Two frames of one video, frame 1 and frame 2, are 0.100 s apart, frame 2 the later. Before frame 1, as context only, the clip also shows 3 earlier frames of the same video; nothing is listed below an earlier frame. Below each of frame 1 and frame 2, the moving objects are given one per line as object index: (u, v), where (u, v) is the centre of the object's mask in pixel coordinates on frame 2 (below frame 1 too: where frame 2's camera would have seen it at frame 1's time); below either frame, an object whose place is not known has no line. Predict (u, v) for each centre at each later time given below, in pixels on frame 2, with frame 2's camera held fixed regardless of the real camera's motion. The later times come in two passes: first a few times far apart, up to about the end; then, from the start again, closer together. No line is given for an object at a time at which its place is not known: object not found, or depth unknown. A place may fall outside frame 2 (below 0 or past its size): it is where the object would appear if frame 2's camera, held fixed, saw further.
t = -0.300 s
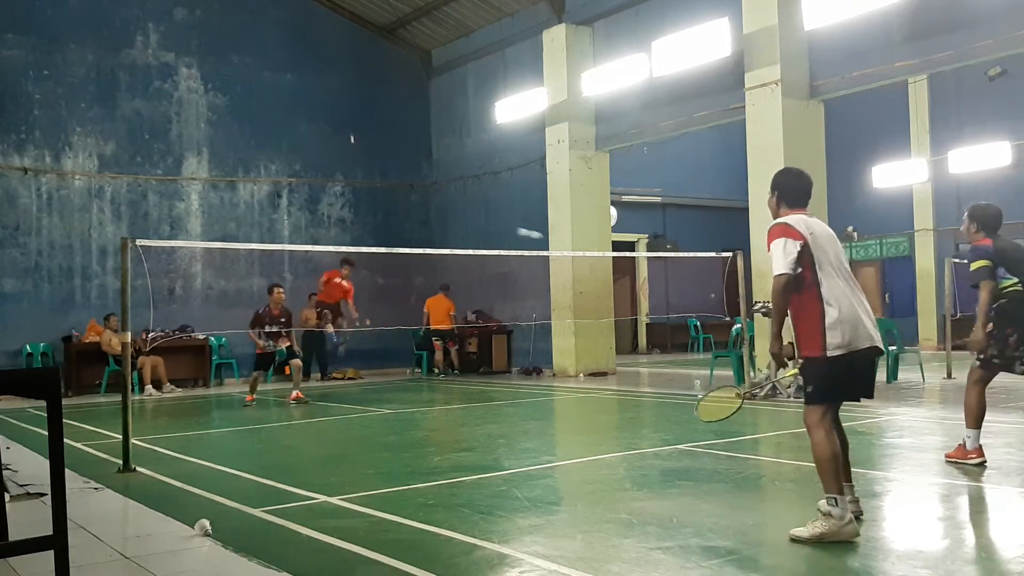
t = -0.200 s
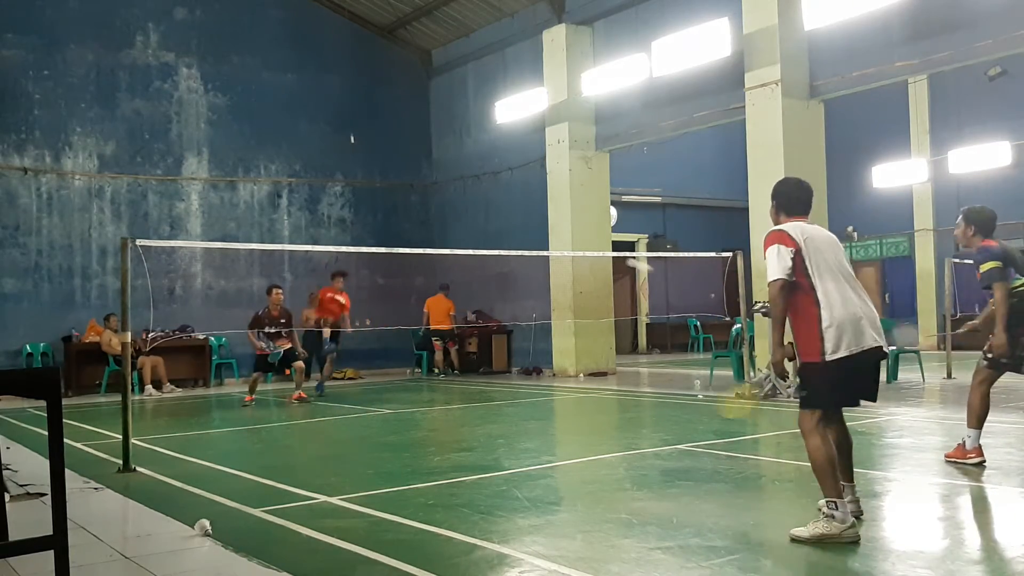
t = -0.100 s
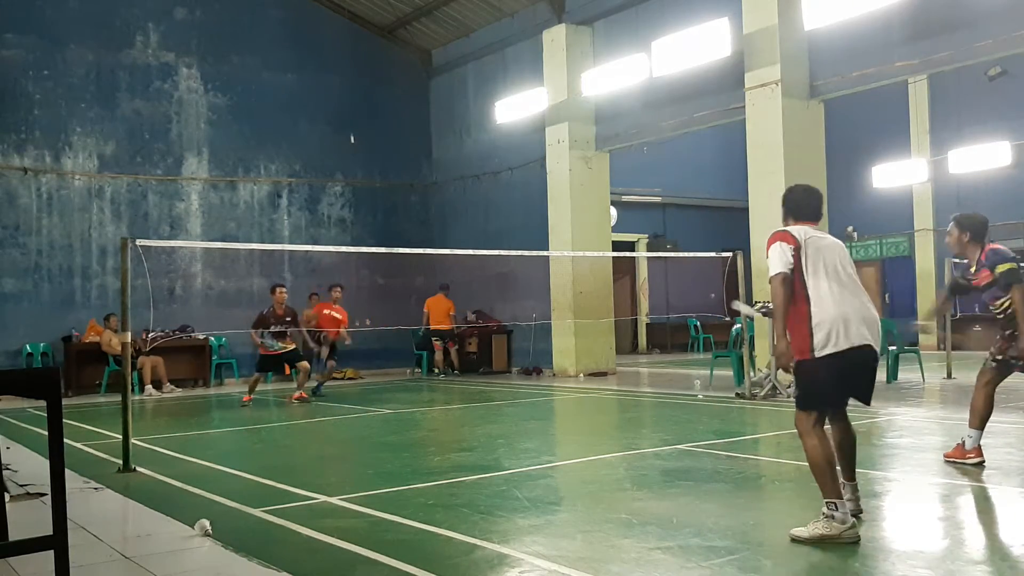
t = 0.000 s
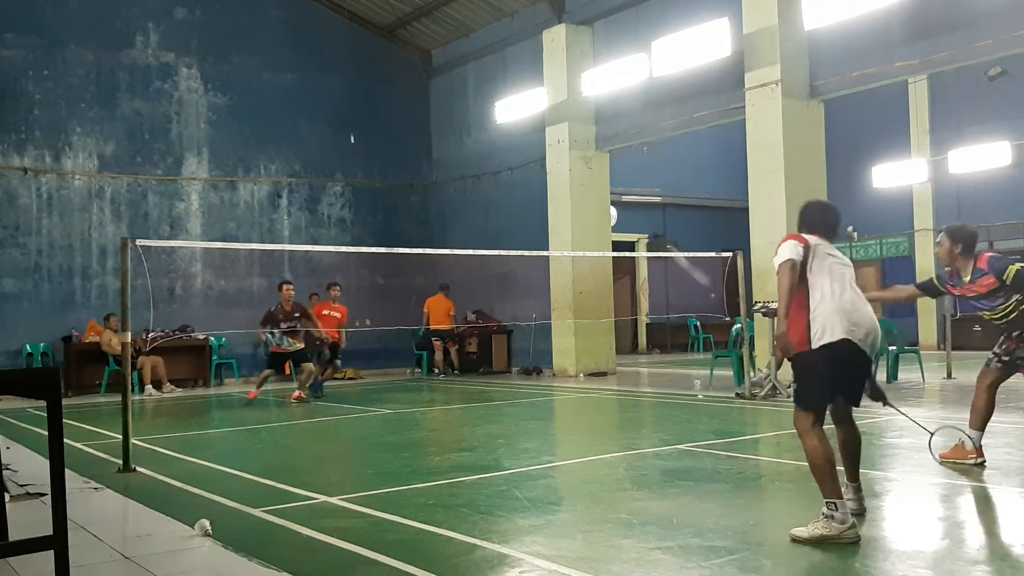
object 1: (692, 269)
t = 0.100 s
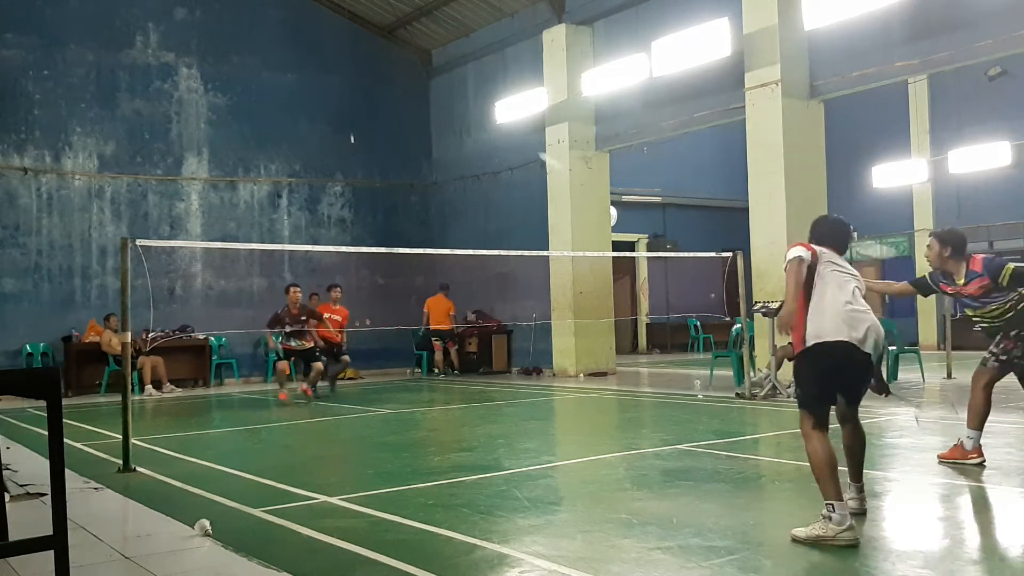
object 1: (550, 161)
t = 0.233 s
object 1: (462, 108)
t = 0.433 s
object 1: (392, 92)
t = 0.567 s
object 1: (364, 102)
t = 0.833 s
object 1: (326, 155)
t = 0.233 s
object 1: (462, 108)
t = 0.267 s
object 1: (447, 102)
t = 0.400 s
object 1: (401, 92)
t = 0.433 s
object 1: (392, 92)
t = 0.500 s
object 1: (377, 96)
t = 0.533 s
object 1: (370, 99)
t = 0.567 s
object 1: (364, 102)
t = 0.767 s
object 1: (333, 138)
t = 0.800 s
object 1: (329, 147)
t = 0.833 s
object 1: (326, 155)
